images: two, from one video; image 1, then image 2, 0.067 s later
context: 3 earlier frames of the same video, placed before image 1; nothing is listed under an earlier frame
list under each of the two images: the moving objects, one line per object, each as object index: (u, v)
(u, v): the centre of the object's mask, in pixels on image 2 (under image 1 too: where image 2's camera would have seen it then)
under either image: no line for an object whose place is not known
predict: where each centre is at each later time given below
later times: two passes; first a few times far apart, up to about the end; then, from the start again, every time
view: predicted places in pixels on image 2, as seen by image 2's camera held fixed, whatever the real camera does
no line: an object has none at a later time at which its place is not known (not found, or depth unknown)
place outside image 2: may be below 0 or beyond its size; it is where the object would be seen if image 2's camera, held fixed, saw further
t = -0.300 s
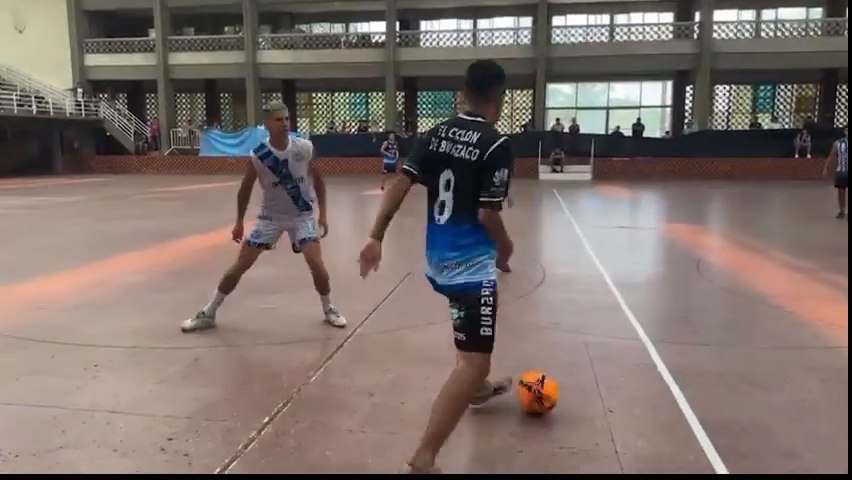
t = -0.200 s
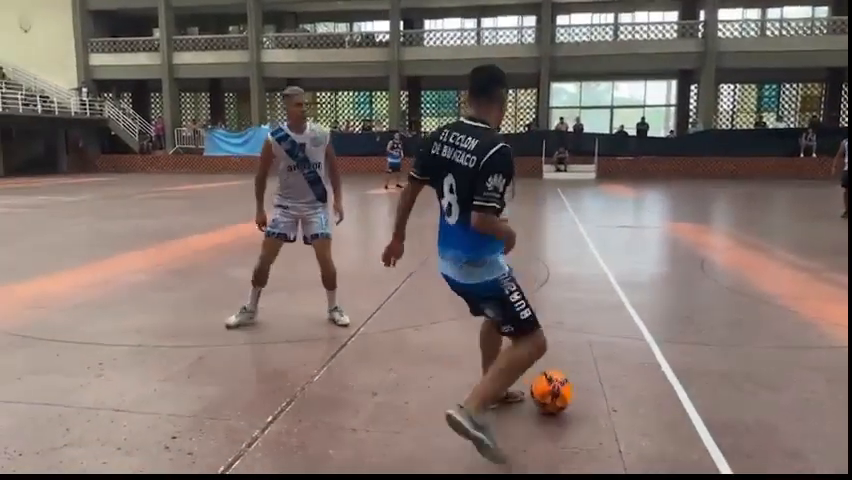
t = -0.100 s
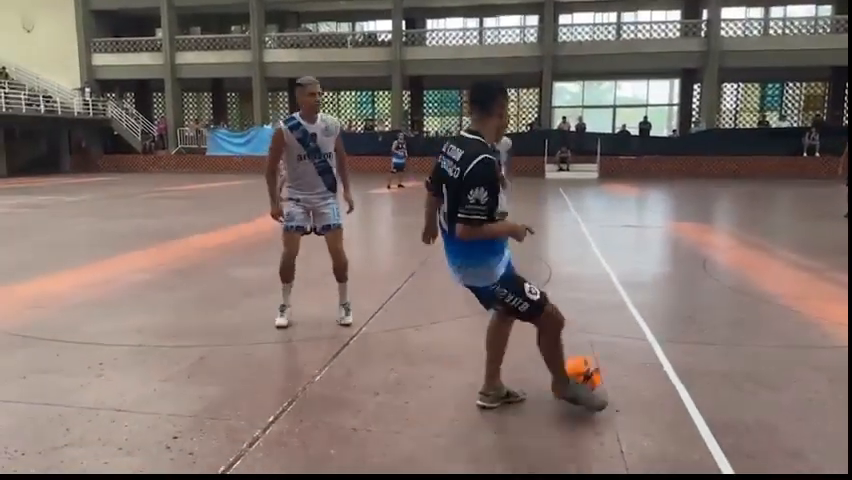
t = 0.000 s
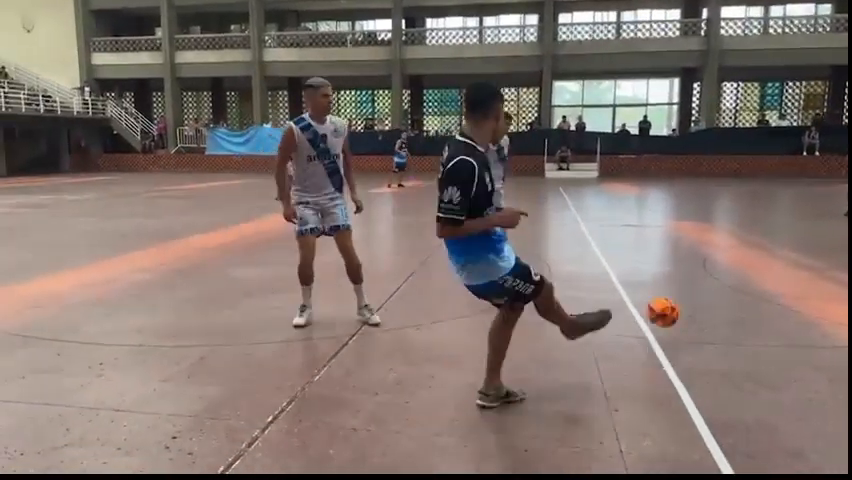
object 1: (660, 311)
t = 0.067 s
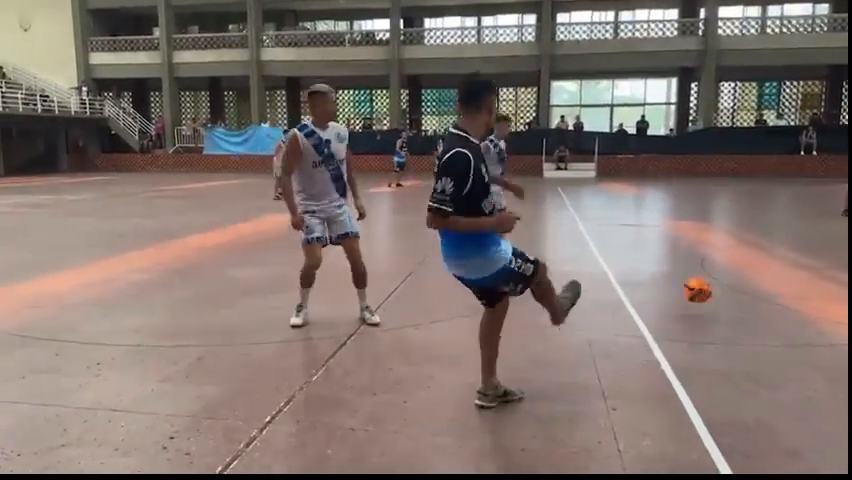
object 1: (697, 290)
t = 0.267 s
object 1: (763, 258)
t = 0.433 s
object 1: (793, 240)
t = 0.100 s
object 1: (713, 283)
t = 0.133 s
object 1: (726, 277)
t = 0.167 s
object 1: (737, 273)
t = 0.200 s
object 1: (747, 272)
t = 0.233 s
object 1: (756, 264)
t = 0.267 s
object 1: (763, 258)
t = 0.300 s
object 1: (770, 253)
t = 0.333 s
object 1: (776, 249)
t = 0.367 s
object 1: (783, 247)
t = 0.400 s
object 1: (788, 243)
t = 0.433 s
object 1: (793, 240)
